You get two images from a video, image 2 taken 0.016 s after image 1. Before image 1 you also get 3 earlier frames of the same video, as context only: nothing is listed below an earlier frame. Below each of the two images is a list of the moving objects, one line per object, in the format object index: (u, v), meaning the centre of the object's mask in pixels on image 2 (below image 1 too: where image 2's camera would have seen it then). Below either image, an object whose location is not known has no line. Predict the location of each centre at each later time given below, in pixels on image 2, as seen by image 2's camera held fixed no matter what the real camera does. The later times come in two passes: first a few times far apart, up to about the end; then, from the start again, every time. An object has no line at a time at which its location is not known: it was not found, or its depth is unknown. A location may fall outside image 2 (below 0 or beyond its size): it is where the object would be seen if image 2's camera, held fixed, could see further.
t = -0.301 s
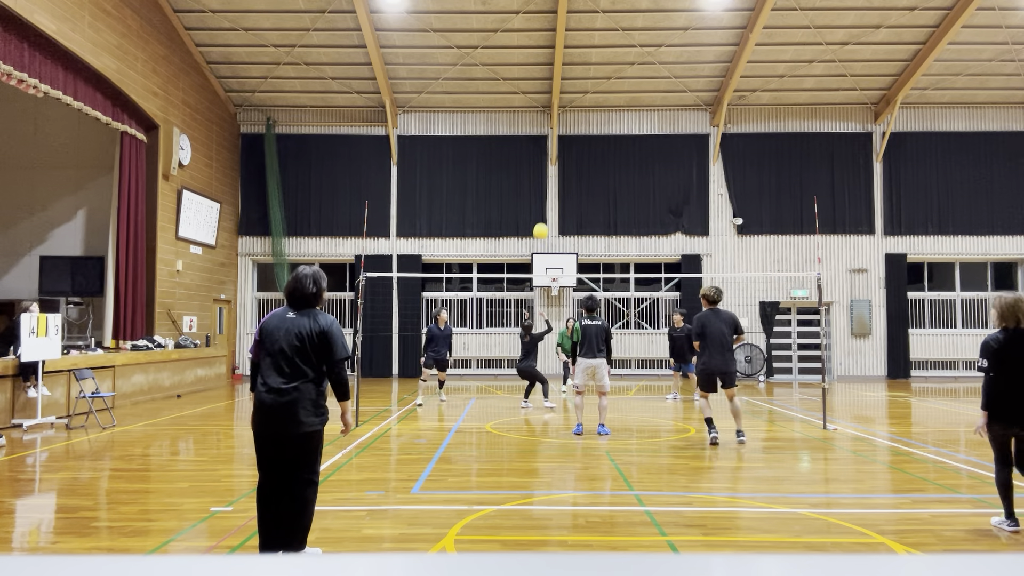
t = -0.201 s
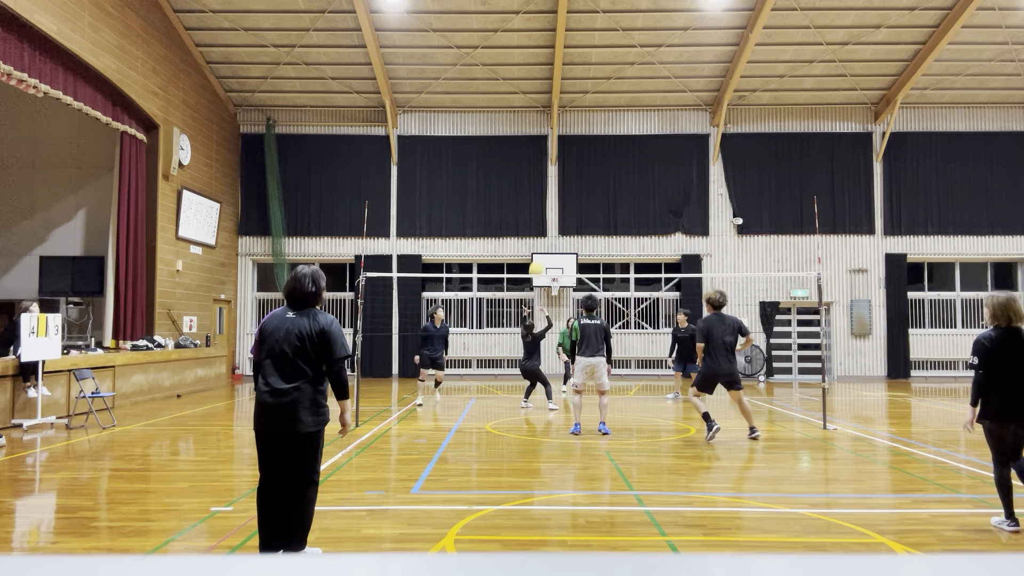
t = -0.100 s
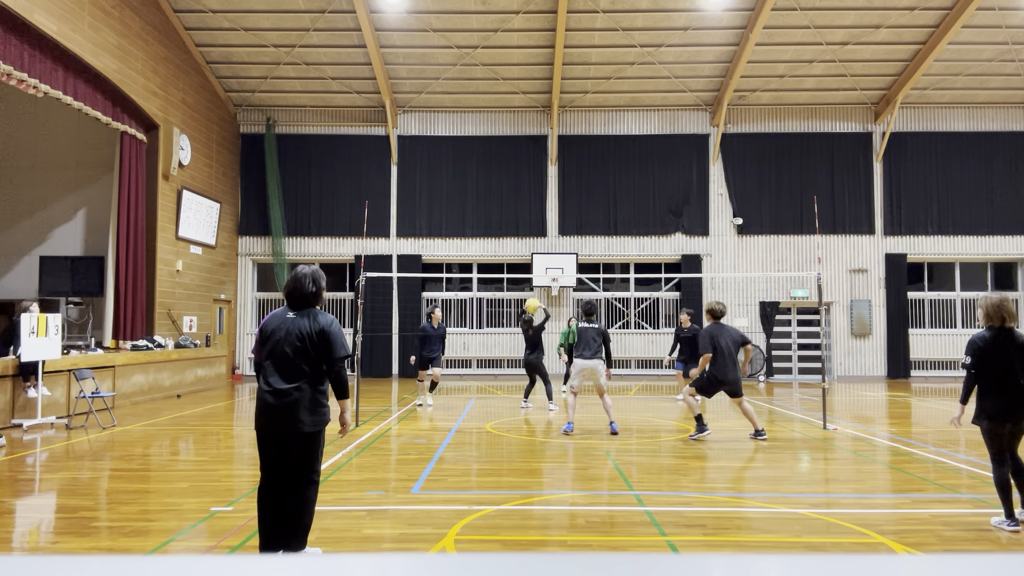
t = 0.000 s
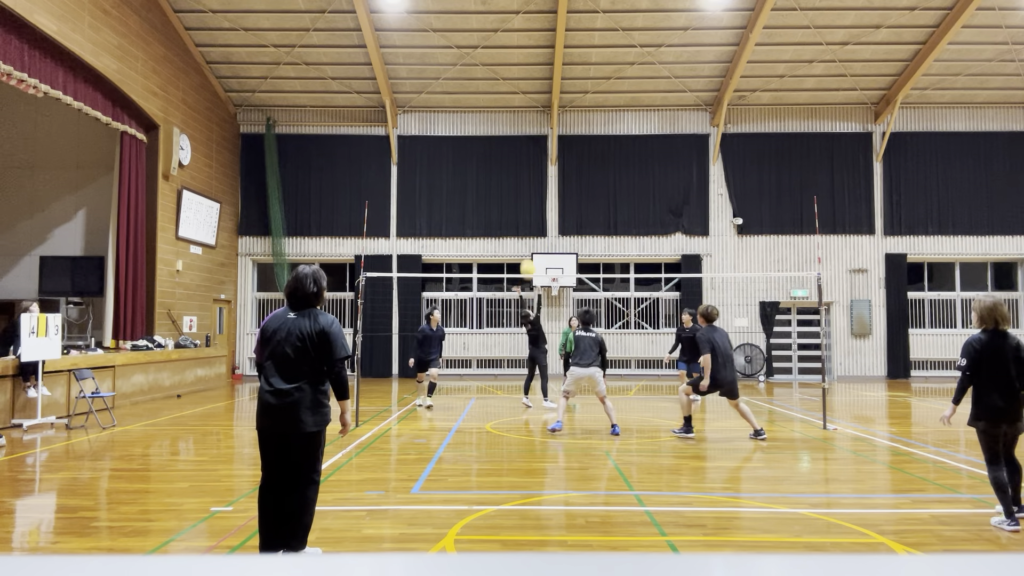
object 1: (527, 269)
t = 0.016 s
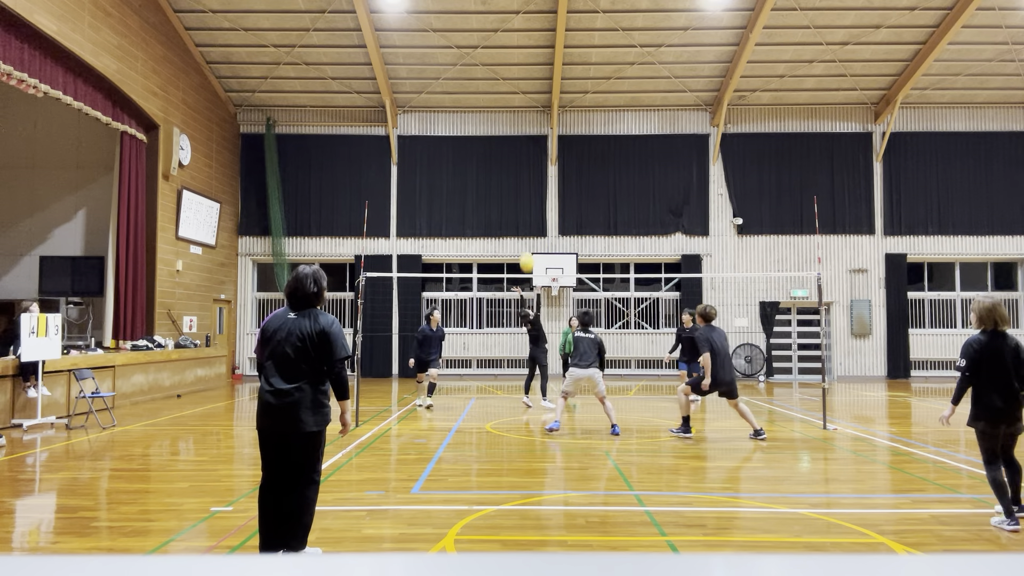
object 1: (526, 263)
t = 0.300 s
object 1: (514, 165)
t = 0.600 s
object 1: (501, 118)
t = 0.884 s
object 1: (487, 123)
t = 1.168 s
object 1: (475, 177)
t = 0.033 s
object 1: (526, 256)
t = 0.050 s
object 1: (525, 248)
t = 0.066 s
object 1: (525, 240)
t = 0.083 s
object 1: (524, 234)
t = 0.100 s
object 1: (523, 228)
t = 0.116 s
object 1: (522, 223)
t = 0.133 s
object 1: (521, 217)
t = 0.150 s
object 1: (521, 211)
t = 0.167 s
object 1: (520, 205)
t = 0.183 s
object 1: (519, 199)
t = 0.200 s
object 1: (519, 194)
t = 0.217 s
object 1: (518, 189)
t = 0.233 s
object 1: (517, 184)
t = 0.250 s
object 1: (516, 179)
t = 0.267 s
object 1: (516, 174)
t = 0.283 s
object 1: (515, 170)
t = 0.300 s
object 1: (514, 165)
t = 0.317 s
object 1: (514, 161)
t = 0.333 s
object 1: (513, 157)
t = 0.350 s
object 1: (512, 154)
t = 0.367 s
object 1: (511, 150)
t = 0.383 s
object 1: (510, 146)
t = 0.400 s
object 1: (510, 143)
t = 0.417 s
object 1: (509, 140)
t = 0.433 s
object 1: (508, 137)
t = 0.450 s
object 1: (507, 135)
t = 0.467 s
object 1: (507, 132)
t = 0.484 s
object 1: (506, 130)
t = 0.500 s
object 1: (505, 127)
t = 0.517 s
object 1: (504, 126)
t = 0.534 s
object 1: (504, 123)
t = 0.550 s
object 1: (503, 122)
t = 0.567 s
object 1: (502, 120)
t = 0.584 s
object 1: (501, 119)
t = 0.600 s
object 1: (501, 118)
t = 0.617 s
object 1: (500, 117)
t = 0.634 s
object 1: (499, 115)
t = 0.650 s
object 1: (498, 115)
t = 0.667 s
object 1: (498, 114)
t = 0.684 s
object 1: (497, 114)
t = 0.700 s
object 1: (496, 114)
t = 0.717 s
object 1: (495, 114)
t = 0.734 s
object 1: (494, 114)
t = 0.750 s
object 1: (494, 114)
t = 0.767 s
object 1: (493, 115)
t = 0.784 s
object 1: (492, 115)
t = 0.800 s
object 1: (491, 116)
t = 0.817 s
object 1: (491, 117)
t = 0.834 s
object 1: (490, 118)
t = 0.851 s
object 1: (489, 119)
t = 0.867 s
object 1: (488, 121)
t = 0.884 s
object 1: (487, 123)
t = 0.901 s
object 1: (487, 124)
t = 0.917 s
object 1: (486, 126)
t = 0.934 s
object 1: (485, 129)
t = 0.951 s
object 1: (484, 131)
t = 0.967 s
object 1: (483, 134)
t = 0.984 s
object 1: (483, 136)
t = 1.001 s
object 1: (482, 139)
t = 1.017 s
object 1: (481, 142)
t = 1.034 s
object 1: (480, 145)
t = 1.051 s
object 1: (480, 149)
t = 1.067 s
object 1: (479, 152)
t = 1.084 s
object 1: (478, 156)
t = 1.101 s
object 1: (478, 160)
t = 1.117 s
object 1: (477, 164)
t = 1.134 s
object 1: (476, 168)
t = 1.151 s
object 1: (475, 172)
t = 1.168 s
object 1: (475, 177)
